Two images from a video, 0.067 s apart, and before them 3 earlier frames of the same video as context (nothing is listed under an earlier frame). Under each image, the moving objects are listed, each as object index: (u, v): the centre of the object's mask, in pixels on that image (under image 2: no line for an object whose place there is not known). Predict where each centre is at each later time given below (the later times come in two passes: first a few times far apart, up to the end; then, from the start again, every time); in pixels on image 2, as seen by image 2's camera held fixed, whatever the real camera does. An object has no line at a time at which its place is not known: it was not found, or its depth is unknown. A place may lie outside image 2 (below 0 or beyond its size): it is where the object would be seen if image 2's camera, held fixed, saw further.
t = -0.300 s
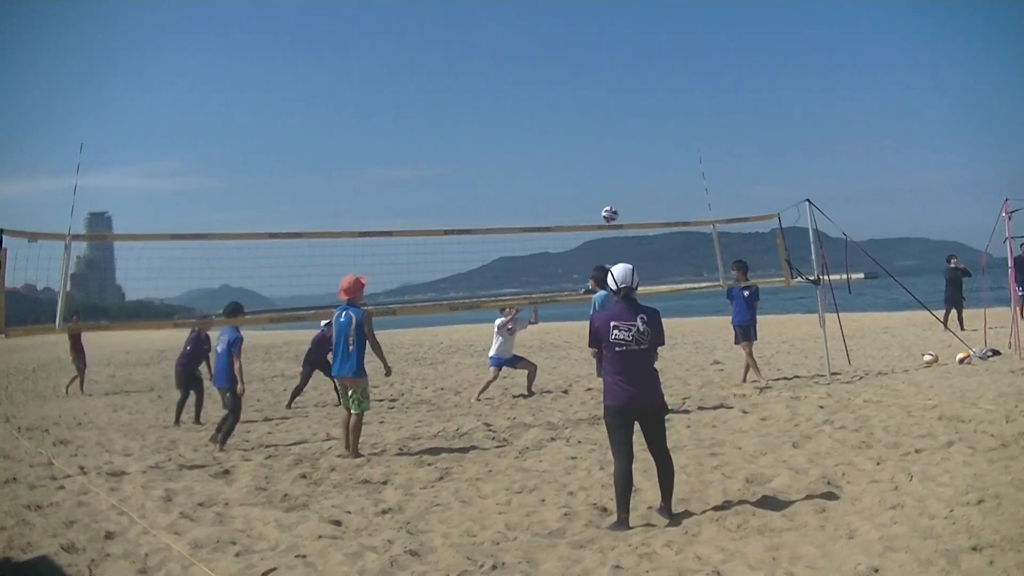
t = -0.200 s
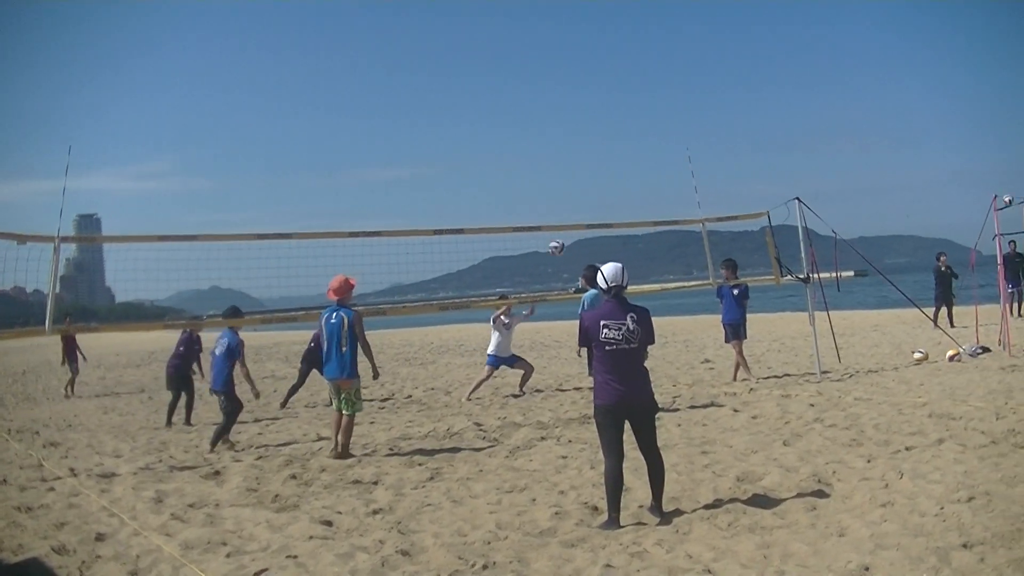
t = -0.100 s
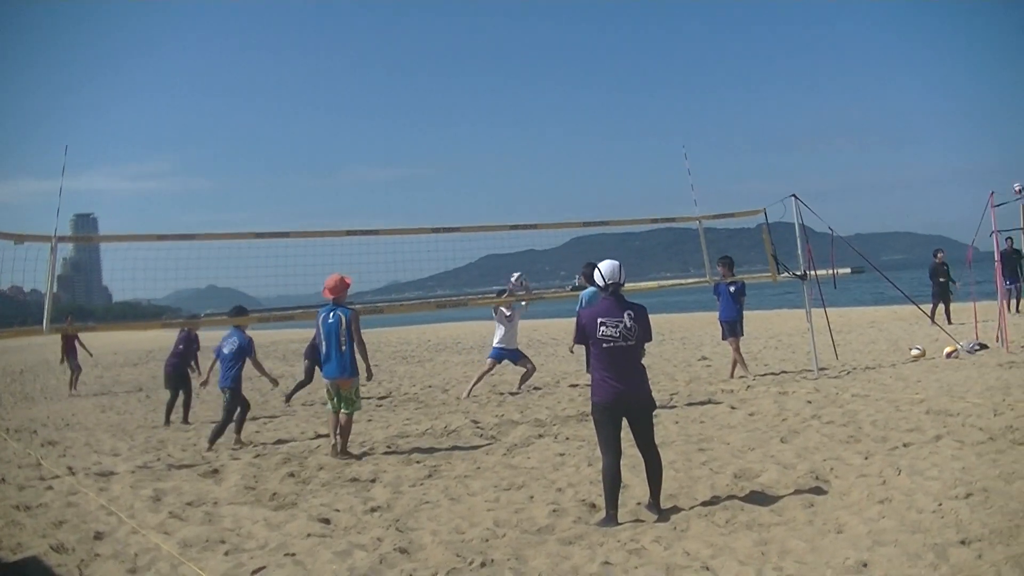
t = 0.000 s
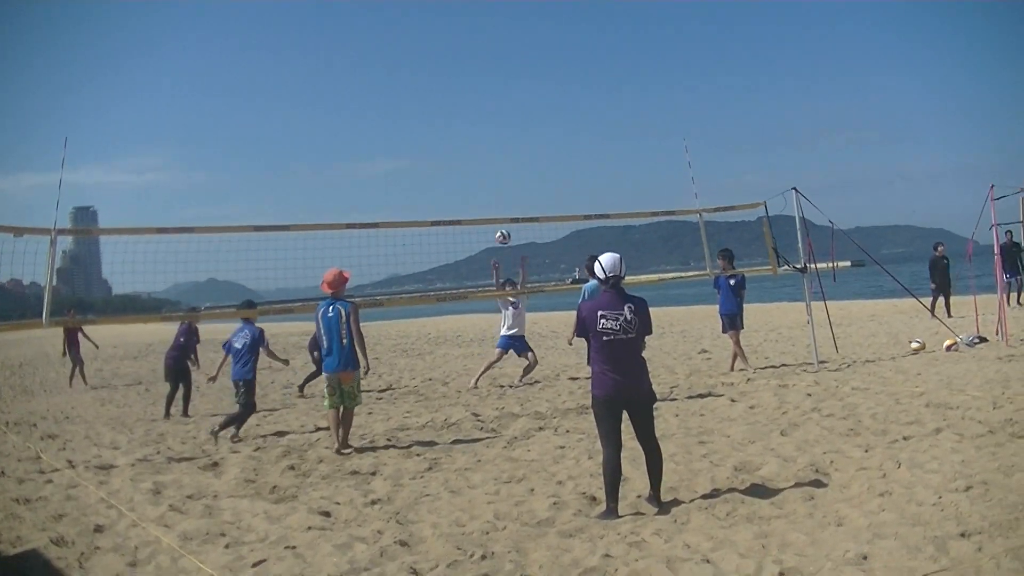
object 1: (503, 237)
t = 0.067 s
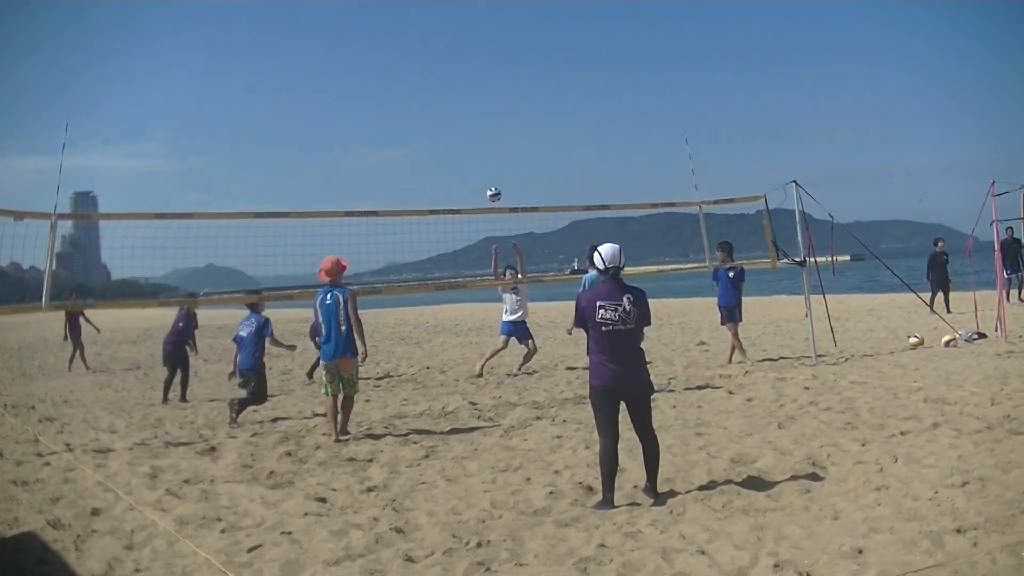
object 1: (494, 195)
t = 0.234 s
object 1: (472, 127)
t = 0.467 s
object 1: (449, 68)
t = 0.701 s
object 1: (421, 46)
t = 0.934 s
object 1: (397, 59)
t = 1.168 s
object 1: (372, 110)
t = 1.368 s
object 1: (354, 182)
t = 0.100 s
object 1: (490, 179)
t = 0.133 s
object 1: (485, 165)
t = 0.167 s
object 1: (481, 151)
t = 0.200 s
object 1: (476, 139)
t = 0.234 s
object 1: (472, 127)
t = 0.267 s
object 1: (469, 116)
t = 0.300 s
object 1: (465, 106)
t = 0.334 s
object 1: (461, 97)
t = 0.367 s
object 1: (454, 88)
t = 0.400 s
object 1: (452, 81)
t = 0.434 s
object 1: (450, 74)
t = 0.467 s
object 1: (449, 68)
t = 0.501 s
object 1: (449, 62)
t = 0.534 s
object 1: (441, 58)
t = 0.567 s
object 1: (434, 54)
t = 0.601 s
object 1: (428, 51)
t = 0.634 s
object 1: (425, 48)
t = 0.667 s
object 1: (422, 47)
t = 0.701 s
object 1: (421, 46)
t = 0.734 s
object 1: (418, 46)
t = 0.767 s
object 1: (414, 45)
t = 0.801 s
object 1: (409, 47)
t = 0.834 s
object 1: (405, 49)
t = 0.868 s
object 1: (403, 52)
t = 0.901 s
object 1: (400, 55)
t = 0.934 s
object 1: (397, 59)
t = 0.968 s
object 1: (392, 65)
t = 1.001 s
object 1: (389, 70)
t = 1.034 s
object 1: (385, 77)
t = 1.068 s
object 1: (381, 84)
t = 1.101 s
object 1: (378, 92)
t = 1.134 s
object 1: (375, 100)
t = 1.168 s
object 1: (372, 110)
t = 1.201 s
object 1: (369, 120)
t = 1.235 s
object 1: (365, 131)
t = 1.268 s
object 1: (362, 143)
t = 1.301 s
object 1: (359, 156)
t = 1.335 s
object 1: (357, 168)
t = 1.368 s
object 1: (354, 182)
